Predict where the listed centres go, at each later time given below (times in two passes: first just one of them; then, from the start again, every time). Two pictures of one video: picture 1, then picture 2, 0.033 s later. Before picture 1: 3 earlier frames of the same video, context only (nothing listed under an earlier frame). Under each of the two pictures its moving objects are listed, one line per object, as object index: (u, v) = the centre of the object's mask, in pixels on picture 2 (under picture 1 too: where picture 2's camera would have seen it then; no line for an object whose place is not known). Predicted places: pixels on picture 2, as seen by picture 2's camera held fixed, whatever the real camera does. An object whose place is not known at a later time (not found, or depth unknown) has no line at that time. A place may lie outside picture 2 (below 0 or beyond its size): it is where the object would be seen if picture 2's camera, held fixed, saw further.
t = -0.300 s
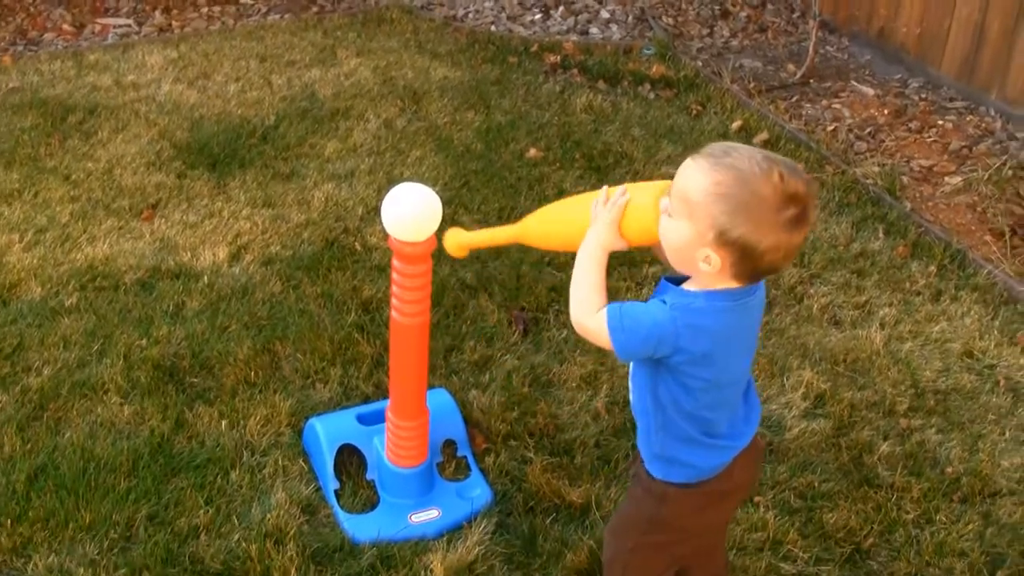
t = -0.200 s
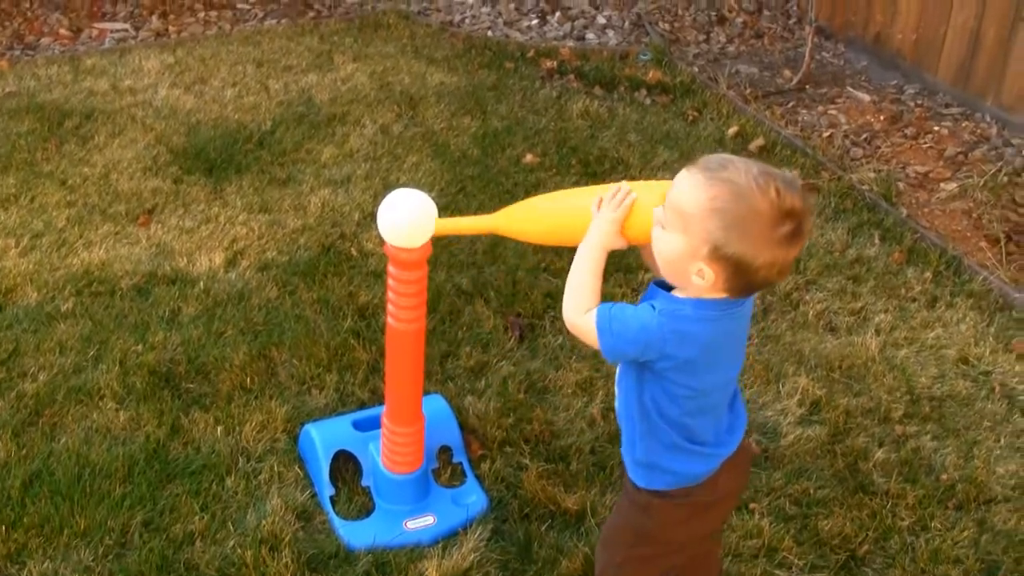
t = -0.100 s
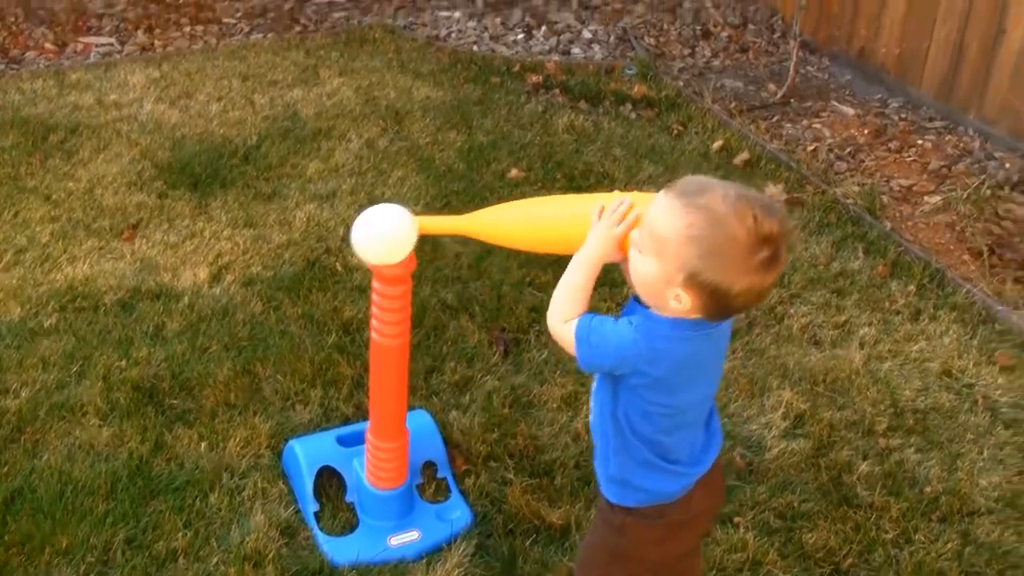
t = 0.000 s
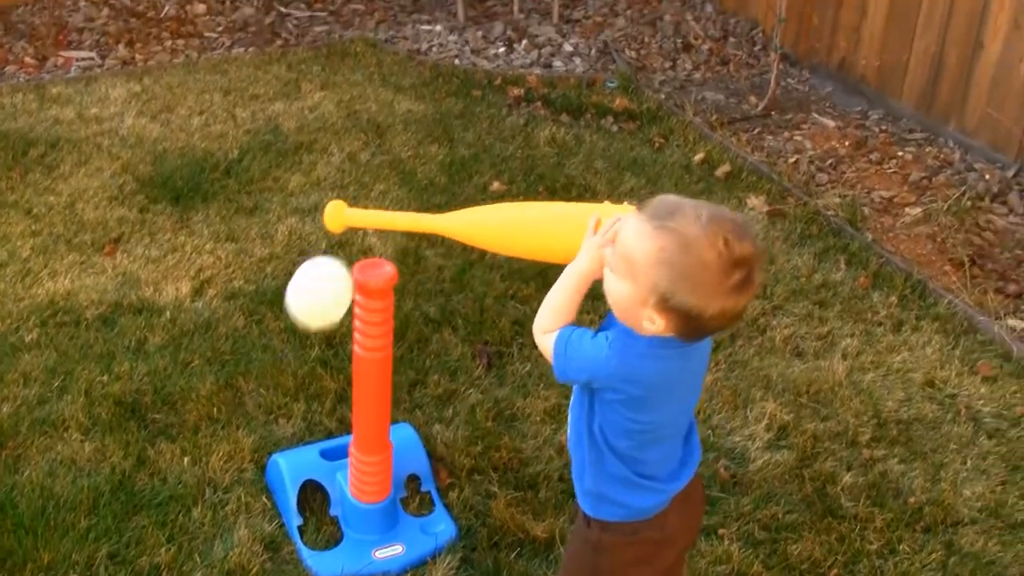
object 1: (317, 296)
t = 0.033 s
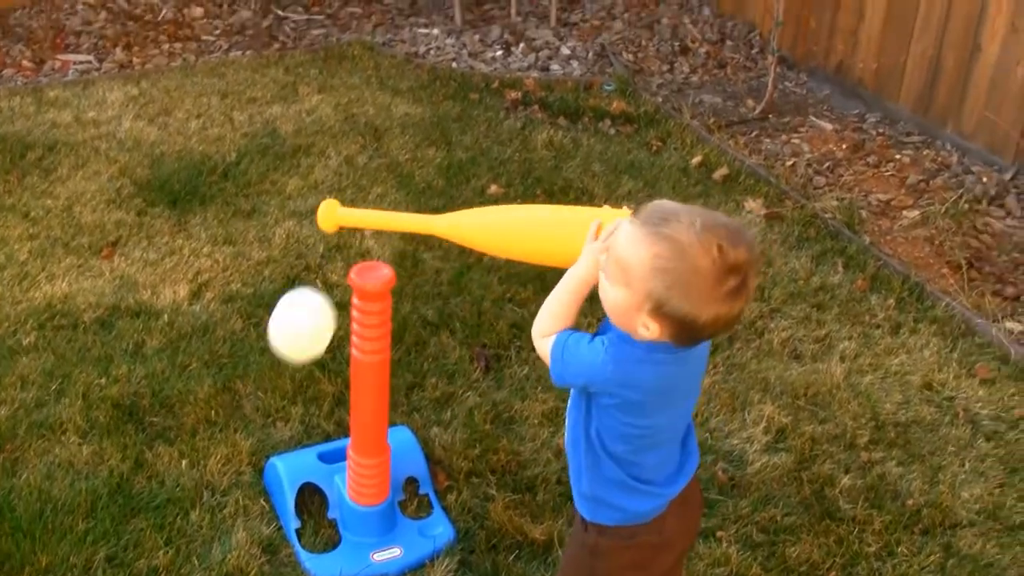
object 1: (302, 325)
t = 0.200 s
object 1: (236, 558)
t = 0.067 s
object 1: (286, 362)
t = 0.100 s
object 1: (272, 404)
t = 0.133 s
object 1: (258, 453)
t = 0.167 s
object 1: (246, 508)
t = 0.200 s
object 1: (236, 558)
